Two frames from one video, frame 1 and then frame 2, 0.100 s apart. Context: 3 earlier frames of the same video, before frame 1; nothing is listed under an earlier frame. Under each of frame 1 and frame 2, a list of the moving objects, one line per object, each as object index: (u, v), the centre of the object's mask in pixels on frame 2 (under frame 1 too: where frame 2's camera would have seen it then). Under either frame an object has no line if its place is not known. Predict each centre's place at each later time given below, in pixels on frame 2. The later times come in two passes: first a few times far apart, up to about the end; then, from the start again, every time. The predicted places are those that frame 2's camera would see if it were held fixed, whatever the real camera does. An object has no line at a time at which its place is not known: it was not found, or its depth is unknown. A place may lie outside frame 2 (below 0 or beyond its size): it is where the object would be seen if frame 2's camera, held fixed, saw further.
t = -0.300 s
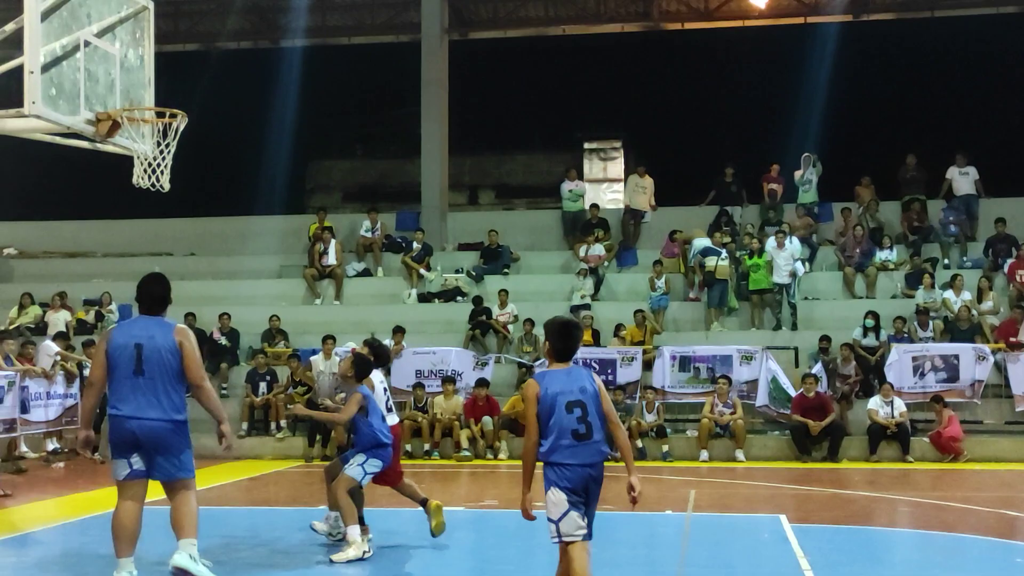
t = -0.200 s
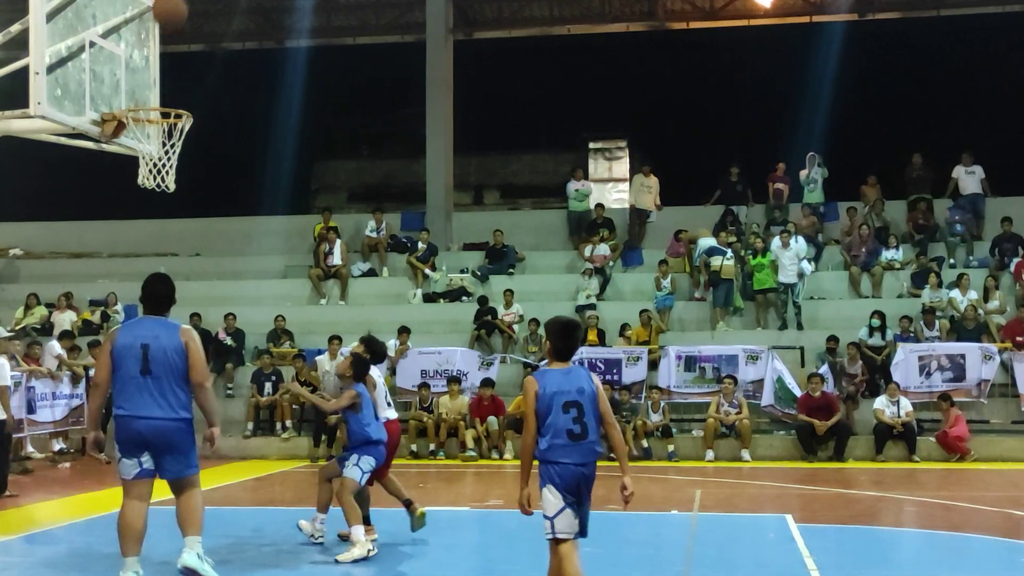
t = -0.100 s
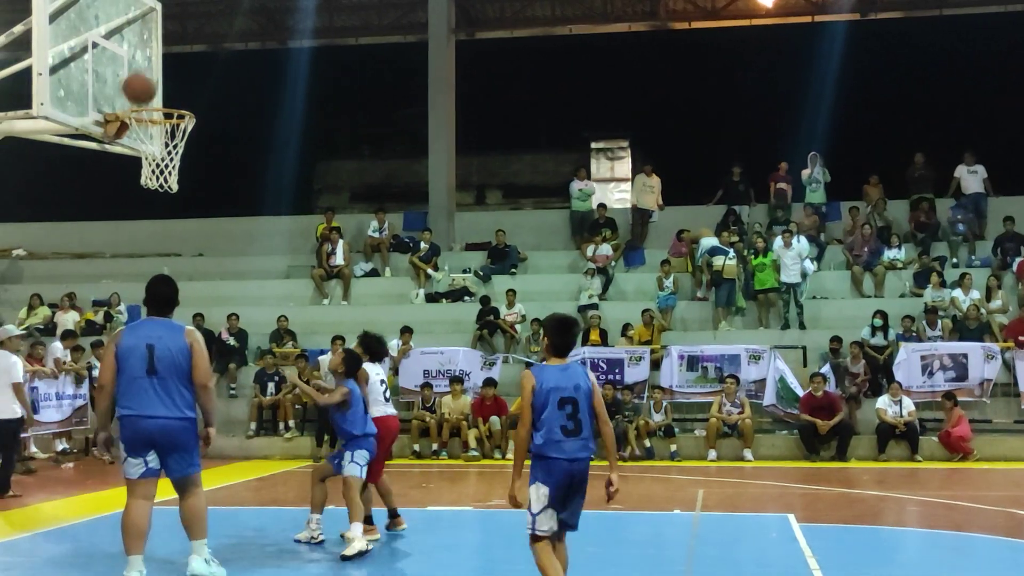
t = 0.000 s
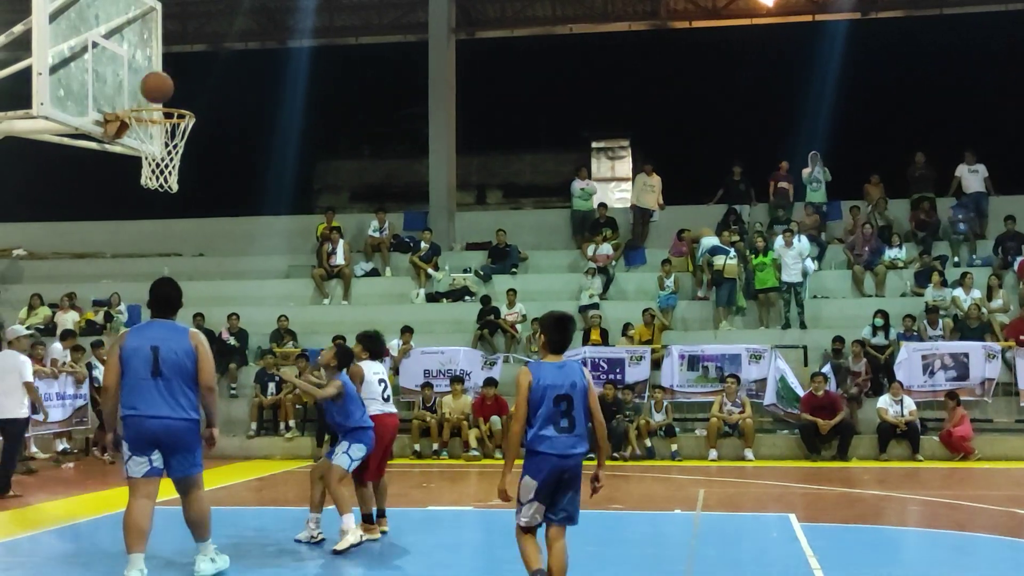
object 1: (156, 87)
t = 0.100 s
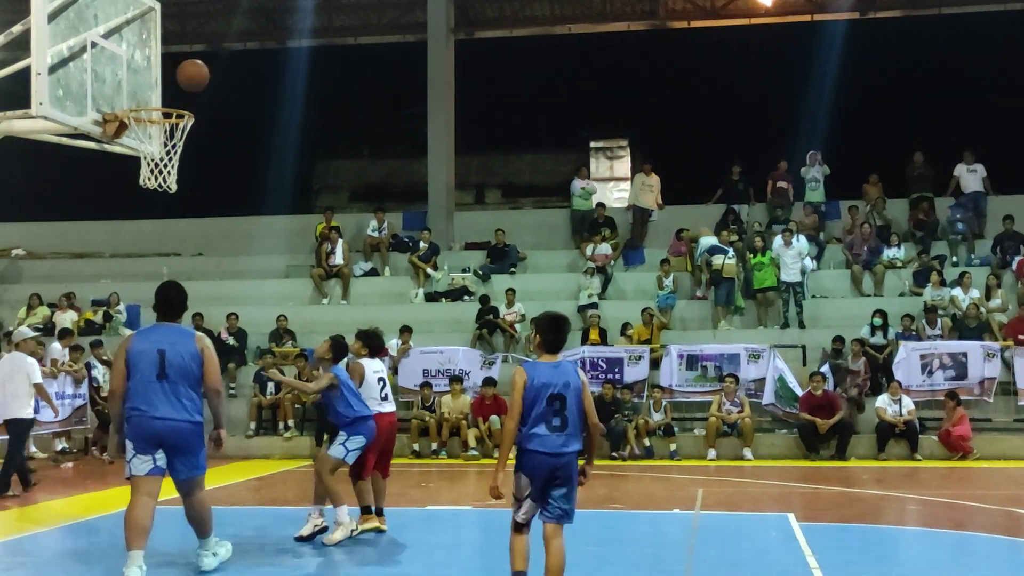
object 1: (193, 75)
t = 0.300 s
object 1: (262, 89)
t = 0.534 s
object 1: (331, 159)
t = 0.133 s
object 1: (204, 74)
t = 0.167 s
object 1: (216, 75)
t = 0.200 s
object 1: (228, 76)
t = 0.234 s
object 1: (239, 79)
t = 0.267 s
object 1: (251, 83)
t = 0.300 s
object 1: (262, 89)
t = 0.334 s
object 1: (273, 96)
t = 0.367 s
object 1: (281, 103)
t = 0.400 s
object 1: (290, 112)
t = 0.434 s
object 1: (300, 122)
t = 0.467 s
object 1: (312, 133)
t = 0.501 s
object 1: (322, 145)
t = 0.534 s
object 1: (331, 159)
